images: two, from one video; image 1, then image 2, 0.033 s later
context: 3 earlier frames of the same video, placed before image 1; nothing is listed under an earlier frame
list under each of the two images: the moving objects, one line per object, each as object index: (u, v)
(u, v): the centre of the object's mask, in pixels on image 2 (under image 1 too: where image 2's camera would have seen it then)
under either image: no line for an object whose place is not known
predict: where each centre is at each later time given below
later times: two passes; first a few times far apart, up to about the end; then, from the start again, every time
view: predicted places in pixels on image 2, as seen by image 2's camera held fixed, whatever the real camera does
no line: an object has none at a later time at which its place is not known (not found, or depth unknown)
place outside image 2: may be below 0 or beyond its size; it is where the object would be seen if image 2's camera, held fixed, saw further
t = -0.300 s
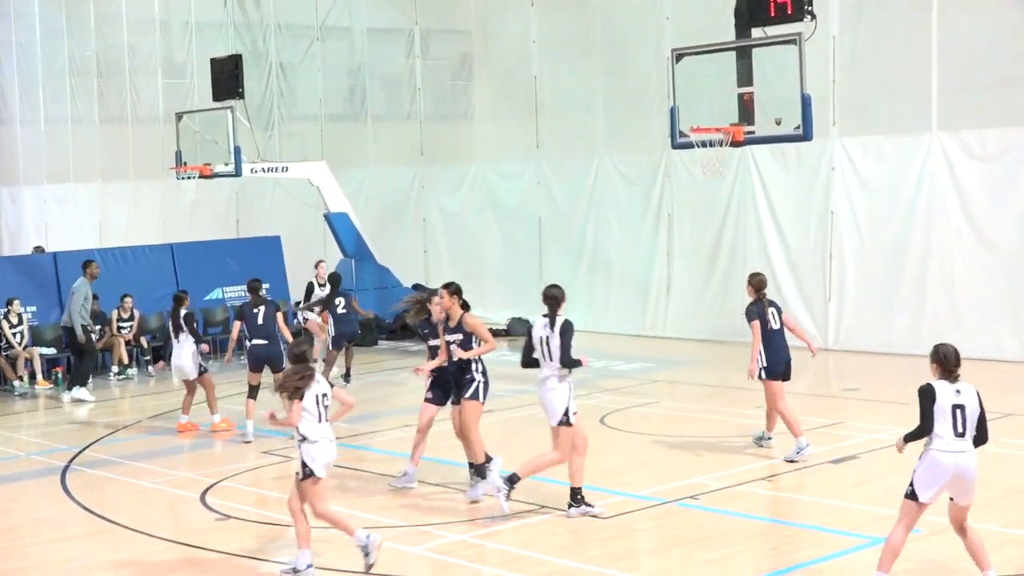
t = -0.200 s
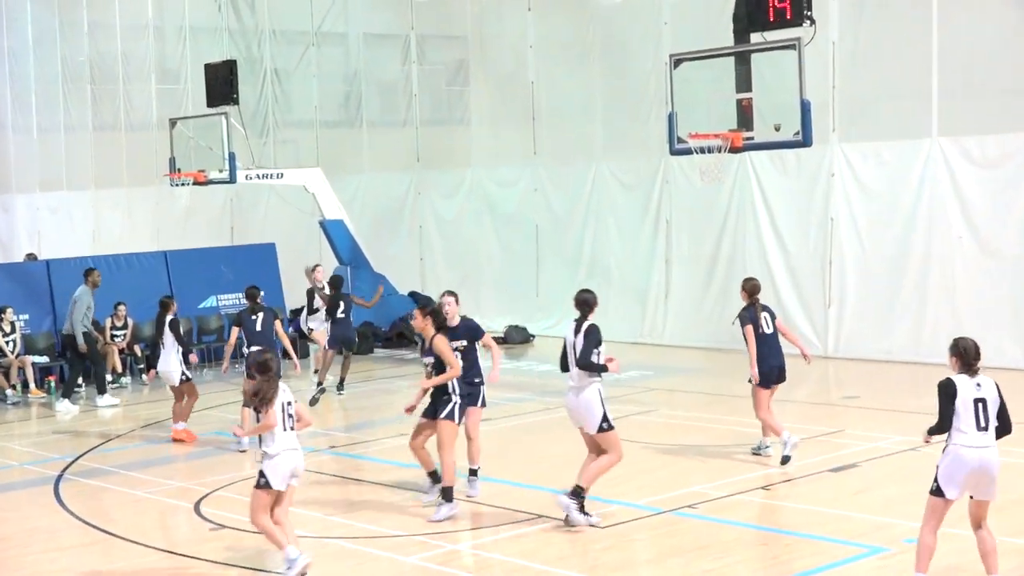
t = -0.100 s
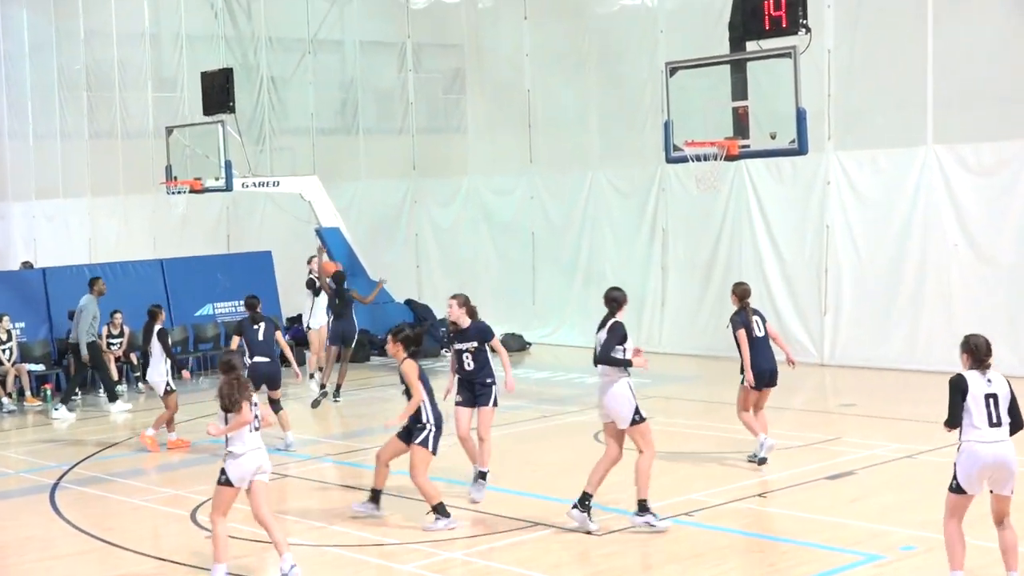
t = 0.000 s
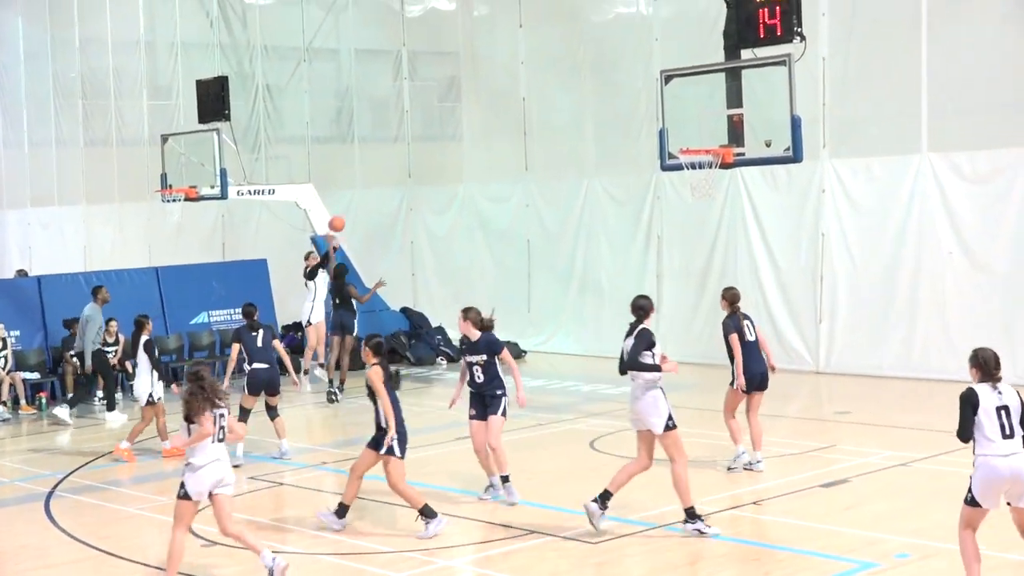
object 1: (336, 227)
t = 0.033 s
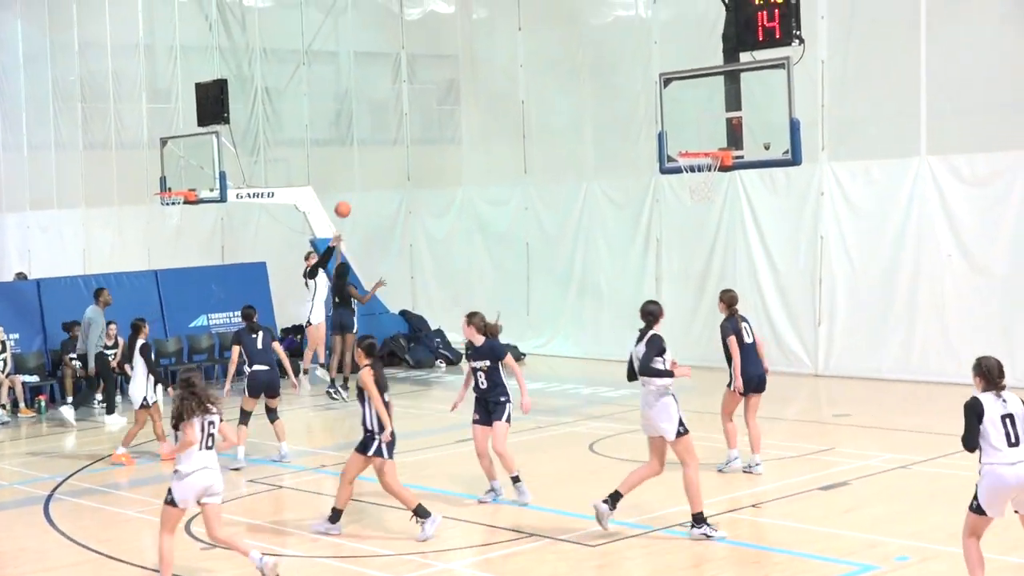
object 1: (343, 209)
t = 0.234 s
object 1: (387, 119)
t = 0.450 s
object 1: (441, 47)
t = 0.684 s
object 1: (506, 7)
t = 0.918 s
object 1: (577, 10)
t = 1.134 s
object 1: (649, 56)
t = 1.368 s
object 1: (715, 139)
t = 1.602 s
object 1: (705, 76)
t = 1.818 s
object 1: (697, 62)
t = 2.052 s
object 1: (689, 102)
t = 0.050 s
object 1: (346, 200)
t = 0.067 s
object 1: (350, 192)
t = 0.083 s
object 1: (353, 184)
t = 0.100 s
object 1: (357, 176)
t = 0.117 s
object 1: (361, 168)
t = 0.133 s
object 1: (364, 161)
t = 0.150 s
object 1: (368, 153)
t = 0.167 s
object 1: (372, 146)
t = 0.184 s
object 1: (376, 139)
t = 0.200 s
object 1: (380, 132)
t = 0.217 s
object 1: (383, 125)
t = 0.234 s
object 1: (387, 119)
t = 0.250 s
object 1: (392, 112)
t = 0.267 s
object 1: (395, 105)
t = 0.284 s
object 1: (400, 99)
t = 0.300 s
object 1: (404, 93)
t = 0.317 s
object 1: (408, 87)
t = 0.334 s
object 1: (412, 81)
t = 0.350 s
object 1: (416, 76)
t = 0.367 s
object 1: (420, 71)
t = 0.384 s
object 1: (424, 65)
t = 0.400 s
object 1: (428, 61)
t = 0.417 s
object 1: (433, 56)
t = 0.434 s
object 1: (437, 51)
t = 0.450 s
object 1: (441, 47)
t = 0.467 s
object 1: (446, 42)
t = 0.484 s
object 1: (450, 39)
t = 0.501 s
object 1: (454, 35)
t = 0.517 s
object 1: (459, 31)
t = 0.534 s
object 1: (463, 28)
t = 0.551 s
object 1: (468, 25)
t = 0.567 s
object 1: (472, 22)
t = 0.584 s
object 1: (477, 19)
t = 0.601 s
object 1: (482, 17)
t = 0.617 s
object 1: (486, 14)
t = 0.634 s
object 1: (491, 12)
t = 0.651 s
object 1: (496, 10)
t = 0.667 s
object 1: (501, 8)
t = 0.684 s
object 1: (506, 7)
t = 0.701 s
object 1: (510, 5)
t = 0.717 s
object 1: (515, 5)
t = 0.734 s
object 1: (520, 3)
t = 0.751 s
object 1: (525, 3)
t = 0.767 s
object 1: (530, 3)
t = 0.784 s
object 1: (535, 3)
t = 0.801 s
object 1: (540, 2)
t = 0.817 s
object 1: (545, 3)
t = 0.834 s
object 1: (550, 4)
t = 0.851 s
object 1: (556, 4)
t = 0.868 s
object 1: (560, 5)
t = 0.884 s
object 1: (566, 7)
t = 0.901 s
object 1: (571, 8)
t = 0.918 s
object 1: (577, 10)
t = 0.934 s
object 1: (582, 12)
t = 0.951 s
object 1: (587, 14)
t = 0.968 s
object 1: (593, 17)
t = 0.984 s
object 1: (598, 20)
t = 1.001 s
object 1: (604, 23)
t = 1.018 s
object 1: (610, 26)
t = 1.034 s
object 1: (615, 29)
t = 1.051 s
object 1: (621, 34)
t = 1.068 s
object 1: (626, 37)
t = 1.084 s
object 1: (632, 41)
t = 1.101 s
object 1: (637, 46)
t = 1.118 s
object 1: (643, 51)
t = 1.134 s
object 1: (649, 56)
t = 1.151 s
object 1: (655, 62)
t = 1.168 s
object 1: (661, 68)
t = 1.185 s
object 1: (667, 73)
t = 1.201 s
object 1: (673, 80)
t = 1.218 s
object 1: (678, 86)
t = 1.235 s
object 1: (685, 93)
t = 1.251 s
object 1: (690, 100)
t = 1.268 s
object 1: (695, 106)
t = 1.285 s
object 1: (699, 113)
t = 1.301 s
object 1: (703, 120)
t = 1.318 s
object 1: (707, 127)
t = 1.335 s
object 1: (711, 134)
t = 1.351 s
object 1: (716, 141)
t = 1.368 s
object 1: (715, 139)
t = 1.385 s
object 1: (715, 133)
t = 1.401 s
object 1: (714, 127)
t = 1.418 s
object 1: (713, 121)
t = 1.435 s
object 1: (712, 116)
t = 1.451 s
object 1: (712, 111)
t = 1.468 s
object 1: (710, 106)
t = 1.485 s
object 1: (710, 101)
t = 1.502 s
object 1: (709, 97)
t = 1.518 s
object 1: (708, 93)
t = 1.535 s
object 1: (708, 89)
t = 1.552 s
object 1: (707, 86)
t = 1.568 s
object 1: (707, 82)
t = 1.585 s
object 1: (706, 79)
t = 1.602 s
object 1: (705, 76)
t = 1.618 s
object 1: (704, 74)
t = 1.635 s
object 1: (704, 71)
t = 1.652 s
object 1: (703, 69)
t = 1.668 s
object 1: (702, 67)
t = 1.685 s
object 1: (701, 65)
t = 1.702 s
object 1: (701, 65)
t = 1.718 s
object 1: (700, 63)
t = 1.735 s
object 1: (700, 62)
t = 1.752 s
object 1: (699, 62)
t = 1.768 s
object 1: (698, 62)
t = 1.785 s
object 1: (697, 62)
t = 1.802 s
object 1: (697, 62)
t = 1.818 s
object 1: (697, 62)
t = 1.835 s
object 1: (696, 63)
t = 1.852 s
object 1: (695, 64)
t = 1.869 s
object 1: (695, 66)
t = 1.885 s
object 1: (694, 67)
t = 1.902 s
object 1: (694, 69)
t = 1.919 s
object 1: (693, 72)
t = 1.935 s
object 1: (693, 75)
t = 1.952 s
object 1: (692, 78)
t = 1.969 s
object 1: (691, 81)
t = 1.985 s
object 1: (691, 85)
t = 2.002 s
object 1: (691, 88)
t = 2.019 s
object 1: (690, 93)
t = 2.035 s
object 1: (689, 97)
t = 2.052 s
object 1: (689, 102)
